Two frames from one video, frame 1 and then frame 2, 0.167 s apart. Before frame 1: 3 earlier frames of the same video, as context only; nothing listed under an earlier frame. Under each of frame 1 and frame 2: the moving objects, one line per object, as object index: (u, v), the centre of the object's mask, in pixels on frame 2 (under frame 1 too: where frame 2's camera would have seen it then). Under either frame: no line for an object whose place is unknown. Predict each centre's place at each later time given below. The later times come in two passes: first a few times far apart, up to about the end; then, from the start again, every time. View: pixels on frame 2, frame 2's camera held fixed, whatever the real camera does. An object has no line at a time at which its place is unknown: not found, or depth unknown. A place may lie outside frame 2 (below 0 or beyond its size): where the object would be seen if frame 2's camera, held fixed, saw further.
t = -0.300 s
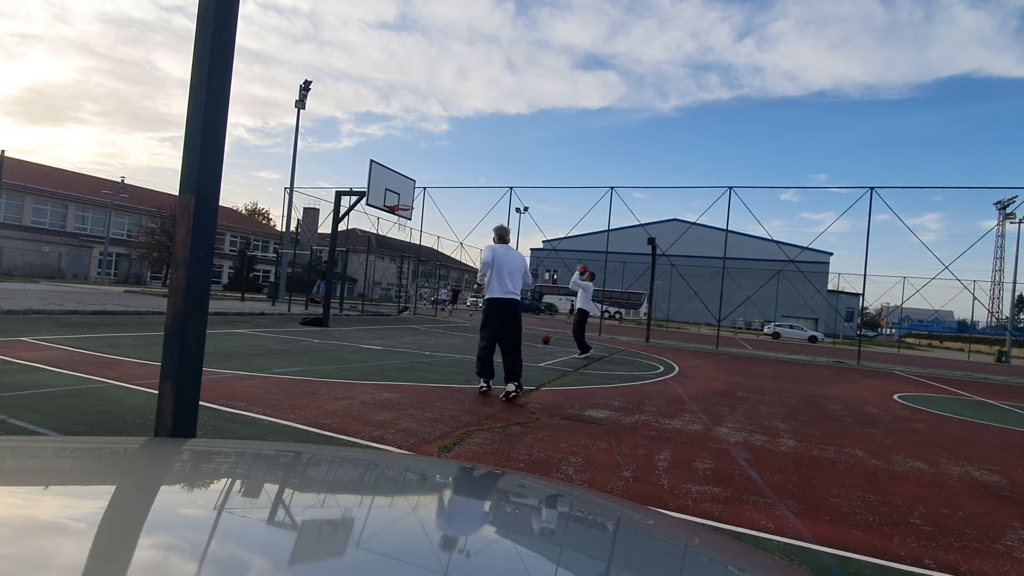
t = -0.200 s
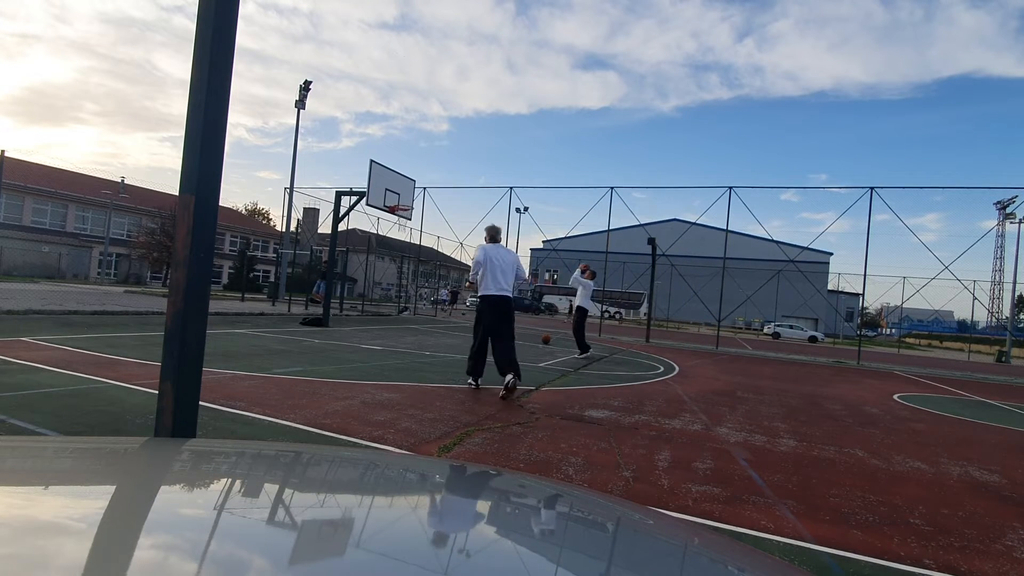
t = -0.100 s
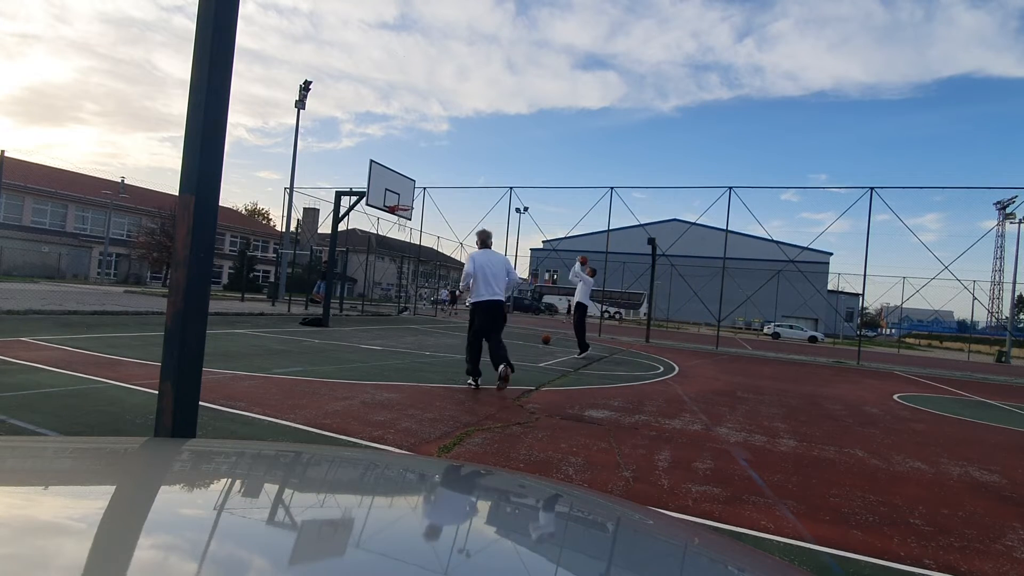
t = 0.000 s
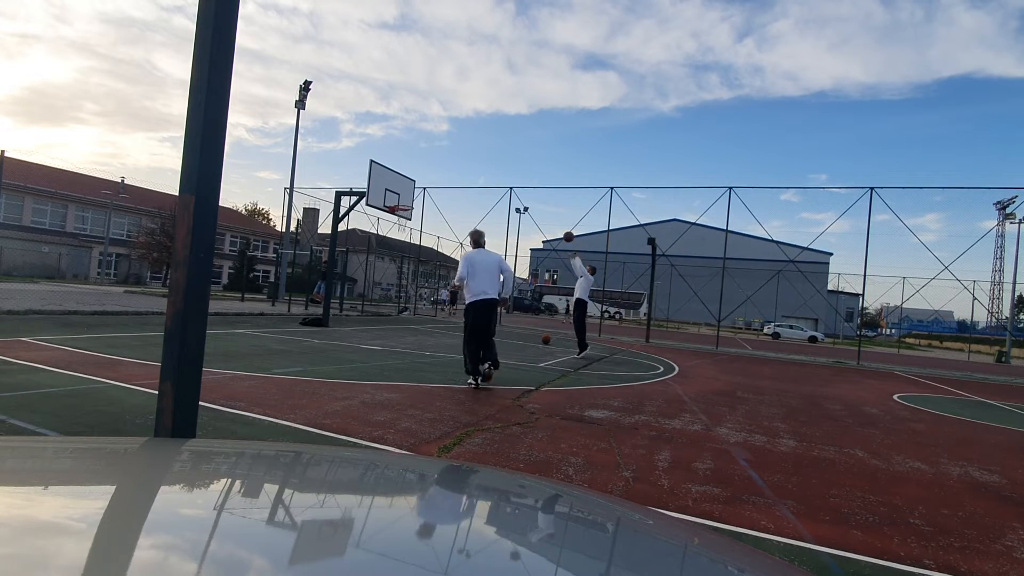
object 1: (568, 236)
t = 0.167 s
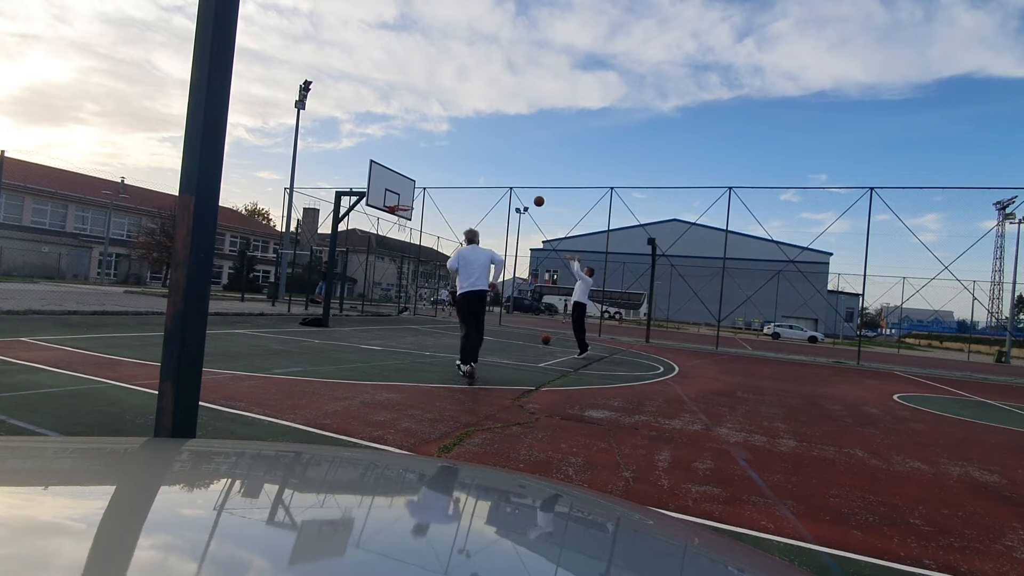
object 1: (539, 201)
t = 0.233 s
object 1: (527, 191)
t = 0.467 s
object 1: (487, 171)
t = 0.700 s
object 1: (446, 175)
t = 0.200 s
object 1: (533, 196)
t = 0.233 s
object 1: (527, 191)
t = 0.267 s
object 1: (521, 186)
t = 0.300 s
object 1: (516, 182)
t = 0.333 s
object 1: (510, 179)
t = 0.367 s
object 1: (504, 176)
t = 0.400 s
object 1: (498, 174)
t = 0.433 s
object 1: (492, 172)
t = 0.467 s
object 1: (487, 171)
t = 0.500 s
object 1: (481, 170)
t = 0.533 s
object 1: (475, 169)
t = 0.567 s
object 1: (469, 170)
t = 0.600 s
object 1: (464, 170)
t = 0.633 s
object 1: (458, 171)
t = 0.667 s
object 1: (452, 173)
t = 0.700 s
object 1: (446, 175)
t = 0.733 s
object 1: (441, 177)
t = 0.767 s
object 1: (435, 180)
